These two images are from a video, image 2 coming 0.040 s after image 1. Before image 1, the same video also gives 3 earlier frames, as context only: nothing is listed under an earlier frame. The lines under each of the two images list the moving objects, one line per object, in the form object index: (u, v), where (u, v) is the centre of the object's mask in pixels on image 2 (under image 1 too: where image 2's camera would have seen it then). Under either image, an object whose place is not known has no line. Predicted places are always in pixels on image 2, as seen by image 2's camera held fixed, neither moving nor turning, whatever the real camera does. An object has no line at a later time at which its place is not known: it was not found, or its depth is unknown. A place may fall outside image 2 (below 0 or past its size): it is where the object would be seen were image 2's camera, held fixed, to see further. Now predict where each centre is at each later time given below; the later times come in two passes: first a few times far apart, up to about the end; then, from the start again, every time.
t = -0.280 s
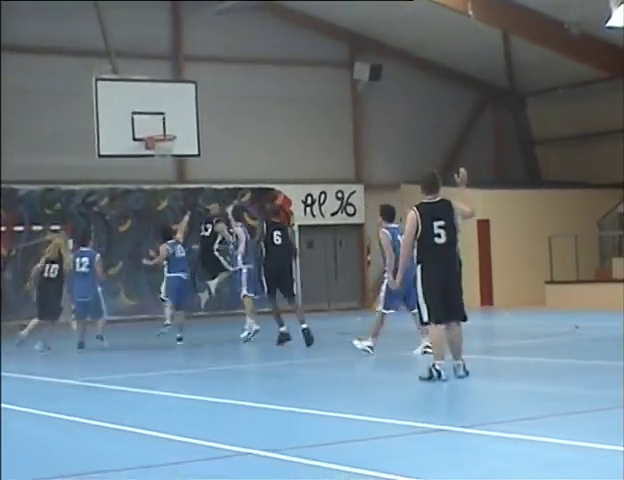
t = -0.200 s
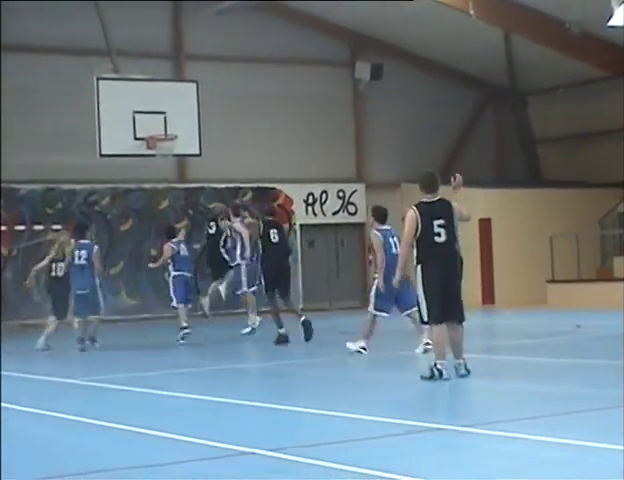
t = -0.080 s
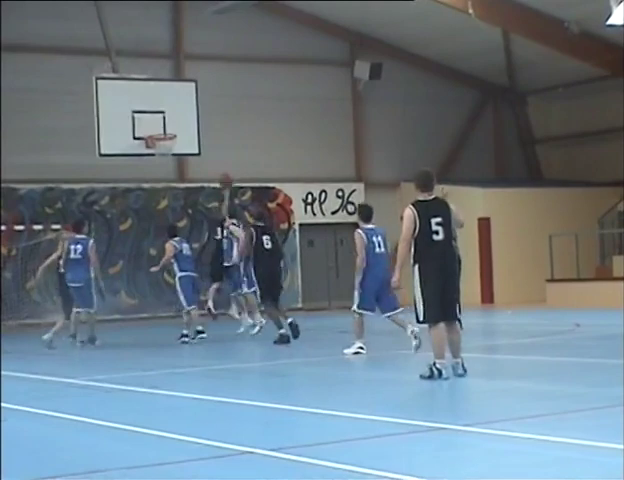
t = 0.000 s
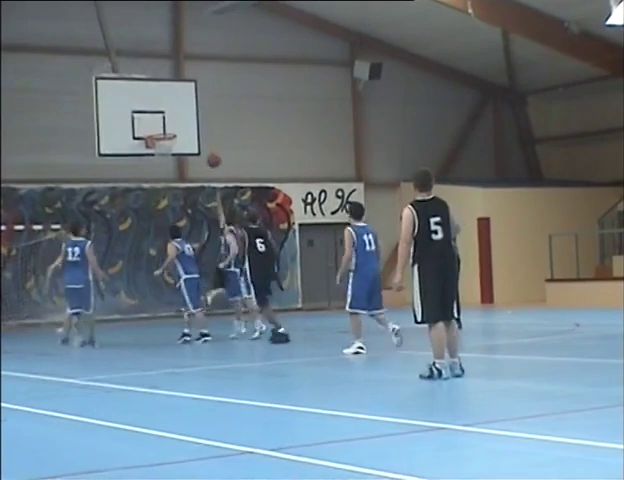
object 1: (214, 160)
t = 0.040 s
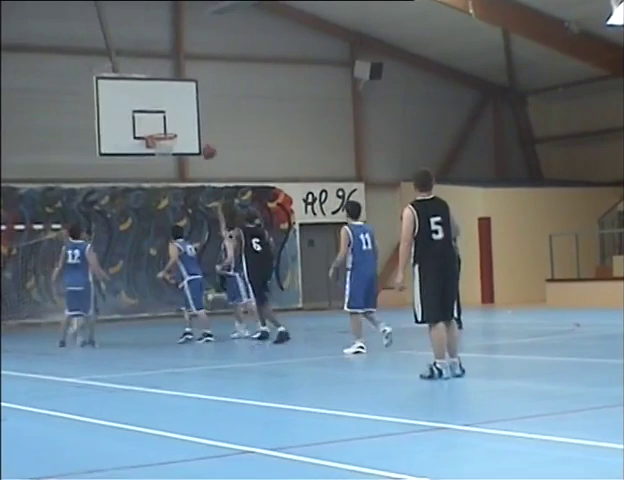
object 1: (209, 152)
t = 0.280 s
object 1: (174, 120)
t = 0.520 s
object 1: (151, 119)
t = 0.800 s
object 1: (142, 120)
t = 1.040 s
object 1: (139, 138)
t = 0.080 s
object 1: (203, 143)
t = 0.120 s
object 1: (197, 137)
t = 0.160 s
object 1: (190, 131)
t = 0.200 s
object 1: (185, 126)
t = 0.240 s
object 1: (179, 123)
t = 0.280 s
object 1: (174, 120)
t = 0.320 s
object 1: (168, 119)
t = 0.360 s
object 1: (162, 118)
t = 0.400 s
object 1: (156, 118)
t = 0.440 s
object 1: (154, 118)
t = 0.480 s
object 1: (152, 117)
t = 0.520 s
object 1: (151, 119)
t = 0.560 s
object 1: (149, 121)
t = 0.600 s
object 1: (147, 124)
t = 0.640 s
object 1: (145, 127)
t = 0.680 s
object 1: (144, 125)
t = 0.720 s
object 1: (144, 122)
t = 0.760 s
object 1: (143, 120)
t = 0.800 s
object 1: (142, 120)
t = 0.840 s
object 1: (141, 120)
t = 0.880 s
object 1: (141, 122)
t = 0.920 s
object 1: (140, 124)
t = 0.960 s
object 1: (140, 127)
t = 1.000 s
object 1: (139, 132)
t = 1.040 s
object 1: (139, 138)
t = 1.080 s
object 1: (139, 143)
